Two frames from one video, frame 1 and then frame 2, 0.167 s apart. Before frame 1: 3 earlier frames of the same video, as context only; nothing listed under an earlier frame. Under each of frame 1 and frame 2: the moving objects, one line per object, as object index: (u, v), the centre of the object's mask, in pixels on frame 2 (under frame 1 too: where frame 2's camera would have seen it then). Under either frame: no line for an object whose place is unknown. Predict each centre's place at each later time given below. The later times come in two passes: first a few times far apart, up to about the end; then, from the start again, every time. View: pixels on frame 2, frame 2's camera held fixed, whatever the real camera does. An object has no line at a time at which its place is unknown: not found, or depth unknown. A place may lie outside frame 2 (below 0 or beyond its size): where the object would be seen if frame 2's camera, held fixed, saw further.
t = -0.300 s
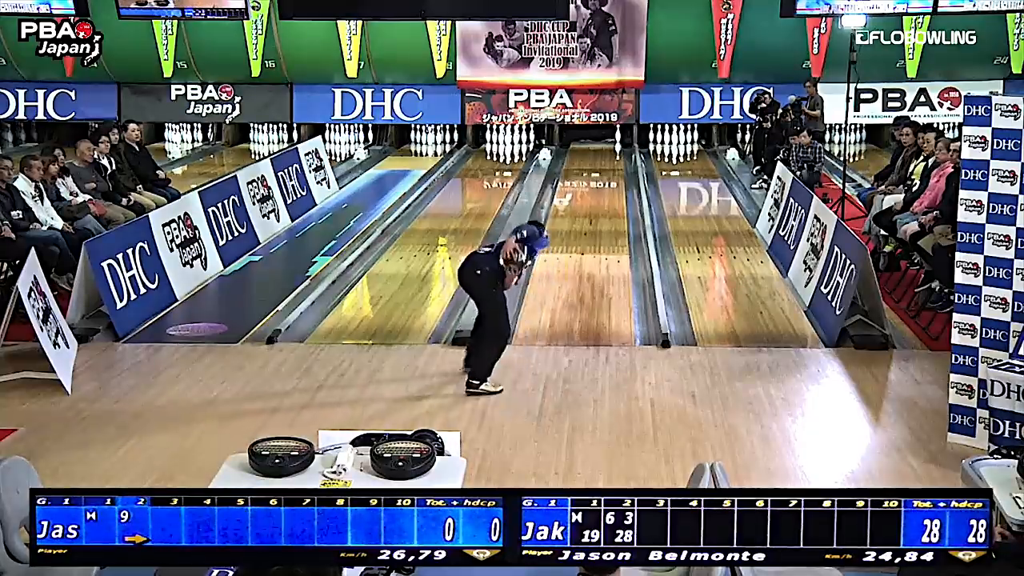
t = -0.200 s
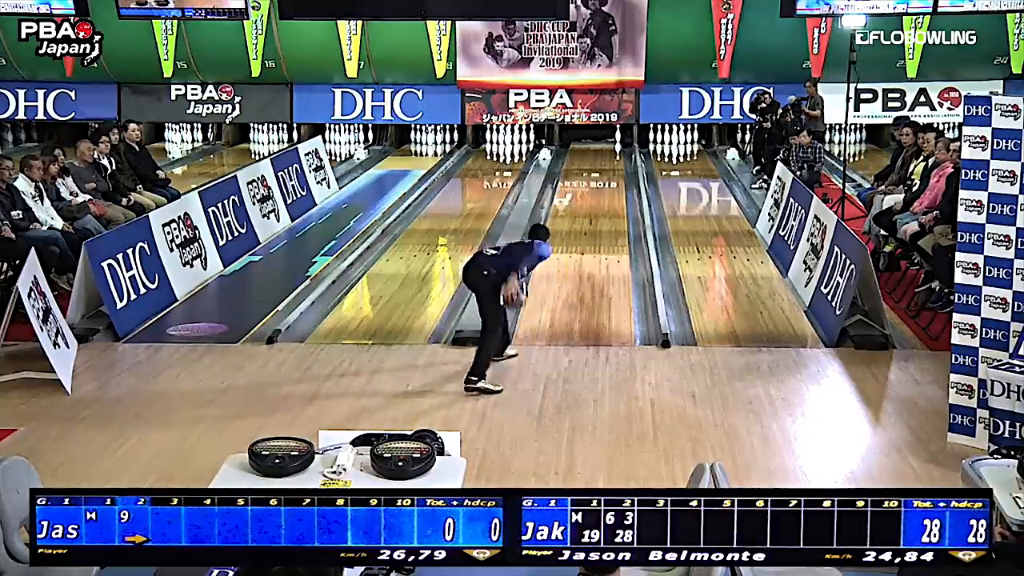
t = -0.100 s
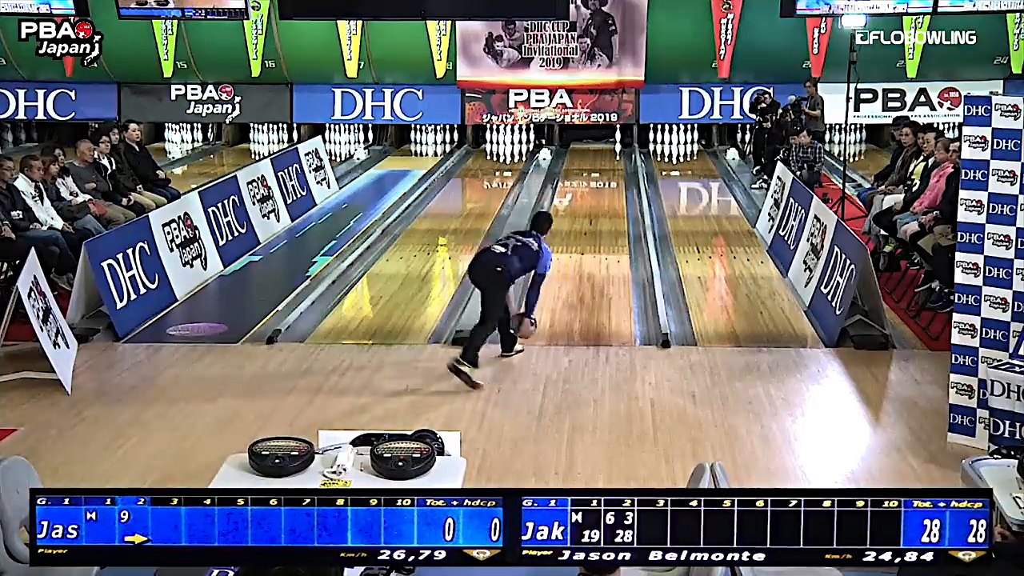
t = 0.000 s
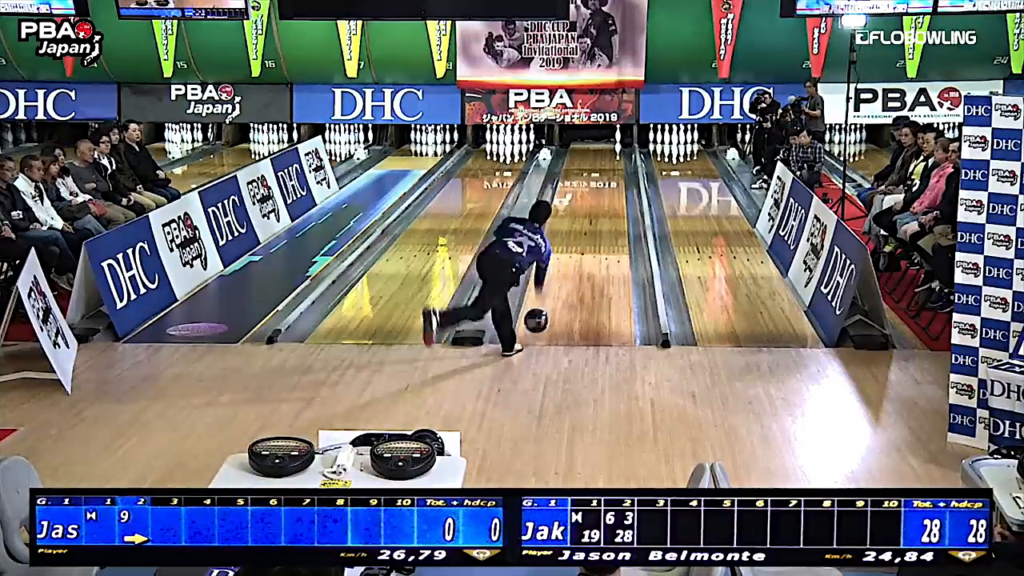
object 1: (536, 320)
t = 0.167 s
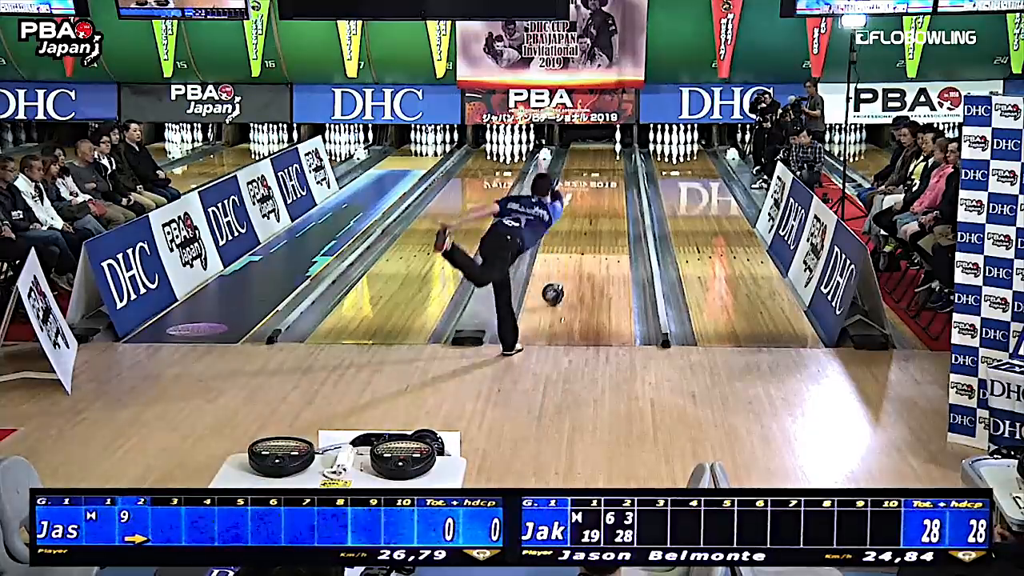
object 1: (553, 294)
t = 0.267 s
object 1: (561, 277)
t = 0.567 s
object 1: (581, 237)
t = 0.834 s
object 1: (593, 210)
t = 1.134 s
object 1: (604, 186)
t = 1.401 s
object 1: (611, 169)
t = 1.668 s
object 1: (615, 155)
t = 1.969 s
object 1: (618, 143)
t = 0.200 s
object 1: (556, 288)
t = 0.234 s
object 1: (558, 282)
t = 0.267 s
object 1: (561, 277)
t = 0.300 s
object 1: (564, 272)
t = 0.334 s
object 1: (566, 266)
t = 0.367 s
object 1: (568, 262)
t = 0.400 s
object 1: (570, 257)
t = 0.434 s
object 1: (573, 253)
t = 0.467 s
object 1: (575, 248)
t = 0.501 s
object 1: (576, 244)
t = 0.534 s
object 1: (578, 241)
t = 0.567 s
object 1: (581, 237)
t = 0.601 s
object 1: (582, 233)
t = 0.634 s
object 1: (583, 229)
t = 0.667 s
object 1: (585, 226)
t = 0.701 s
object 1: (587, 223)
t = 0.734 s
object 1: (589, 219)
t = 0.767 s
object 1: (590, 216)
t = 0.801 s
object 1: (592, 213)
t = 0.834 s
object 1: (593, 210)
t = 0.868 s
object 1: (594, 207)
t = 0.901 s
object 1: (595, 204)
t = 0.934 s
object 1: (597, 201)
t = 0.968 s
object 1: (598, 199)
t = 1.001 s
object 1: (599, 196)
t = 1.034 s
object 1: (600, 193)
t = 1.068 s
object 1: (601, 191)
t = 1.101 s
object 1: (603, 188)
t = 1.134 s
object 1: (604, 186)
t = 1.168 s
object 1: (605, 183)
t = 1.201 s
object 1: (606, 181)
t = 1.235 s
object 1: (606, 179)
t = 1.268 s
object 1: (607, 178)
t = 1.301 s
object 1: (608, 174)
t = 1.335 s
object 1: (609, 173)
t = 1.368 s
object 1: (610, 171)
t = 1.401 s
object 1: (611, 169)
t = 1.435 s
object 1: (611, 167)
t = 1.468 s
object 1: (611, 165)
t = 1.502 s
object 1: (612, 163)
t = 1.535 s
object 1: (613, 161)
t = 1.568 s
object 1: (613, 160)
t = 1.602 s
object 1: (614, 158)
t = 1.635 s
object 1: (615, 157)
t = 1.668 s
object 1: (615, 155)
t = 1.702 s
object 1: (616, 153)
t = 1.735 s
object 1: (616, 151)
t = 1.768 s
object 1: (616, 150)
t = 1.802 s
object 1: (617, 149)
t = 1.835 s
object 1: (616, 147)
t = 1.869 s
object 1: (617, 146)
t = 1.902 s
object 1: (618, 146)
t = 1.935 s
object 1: (617, 144)
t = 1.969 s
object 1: (618, 143)
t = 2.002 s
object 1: (618, 141)
